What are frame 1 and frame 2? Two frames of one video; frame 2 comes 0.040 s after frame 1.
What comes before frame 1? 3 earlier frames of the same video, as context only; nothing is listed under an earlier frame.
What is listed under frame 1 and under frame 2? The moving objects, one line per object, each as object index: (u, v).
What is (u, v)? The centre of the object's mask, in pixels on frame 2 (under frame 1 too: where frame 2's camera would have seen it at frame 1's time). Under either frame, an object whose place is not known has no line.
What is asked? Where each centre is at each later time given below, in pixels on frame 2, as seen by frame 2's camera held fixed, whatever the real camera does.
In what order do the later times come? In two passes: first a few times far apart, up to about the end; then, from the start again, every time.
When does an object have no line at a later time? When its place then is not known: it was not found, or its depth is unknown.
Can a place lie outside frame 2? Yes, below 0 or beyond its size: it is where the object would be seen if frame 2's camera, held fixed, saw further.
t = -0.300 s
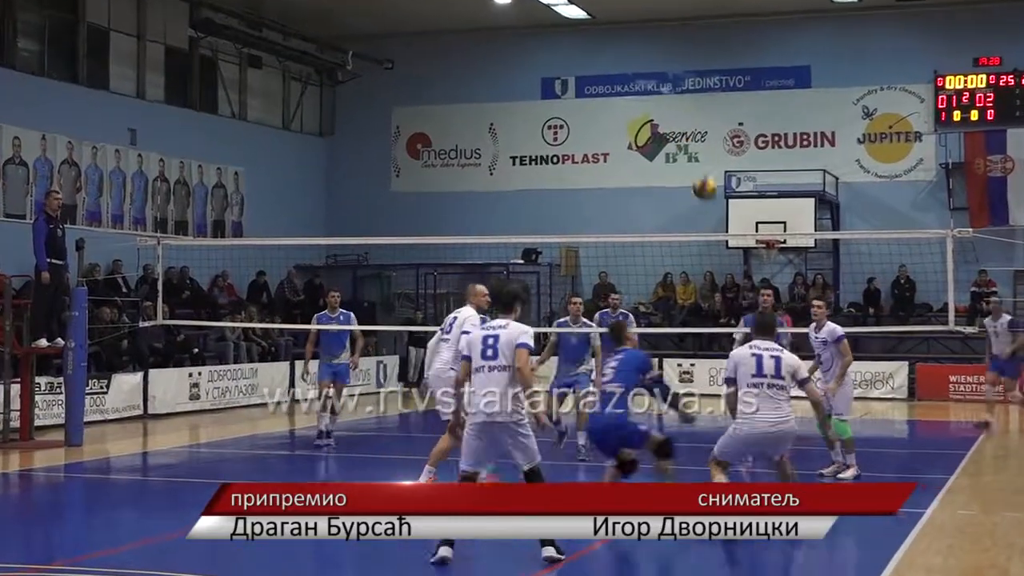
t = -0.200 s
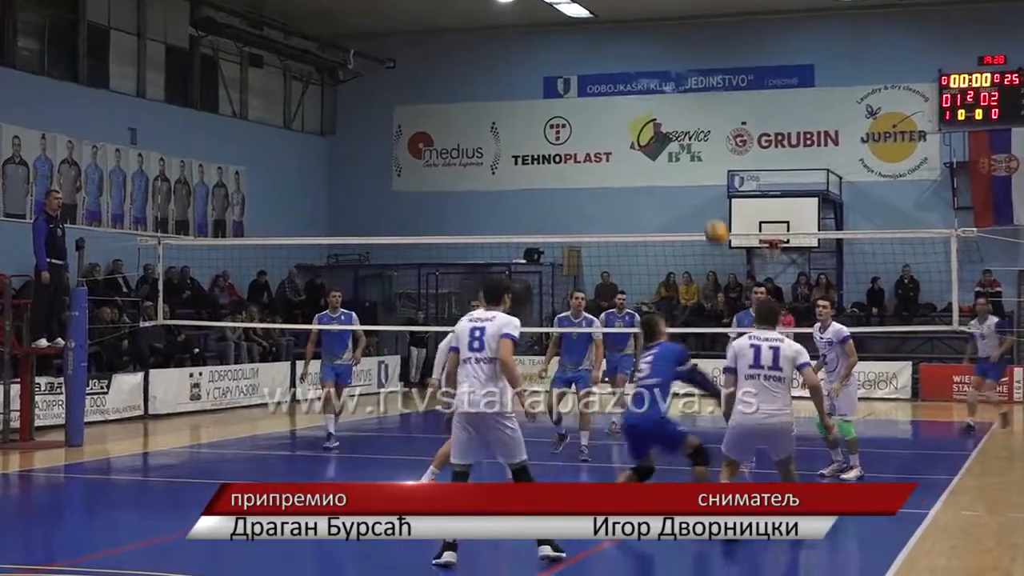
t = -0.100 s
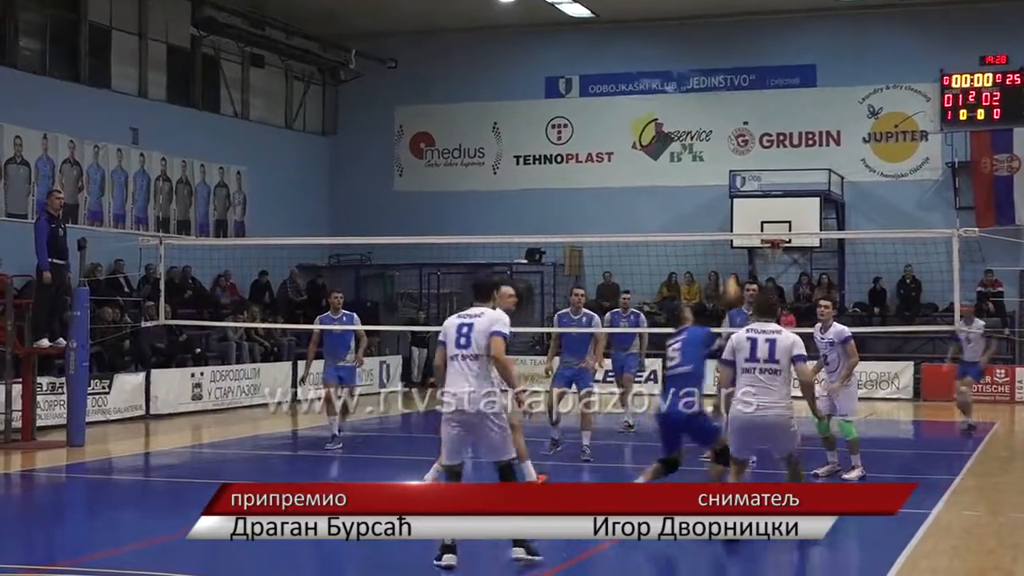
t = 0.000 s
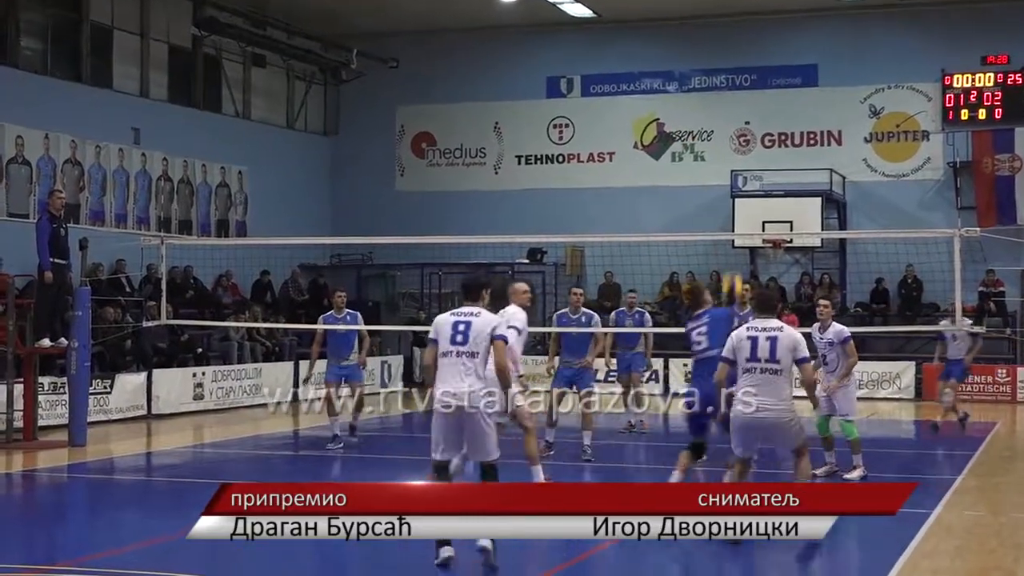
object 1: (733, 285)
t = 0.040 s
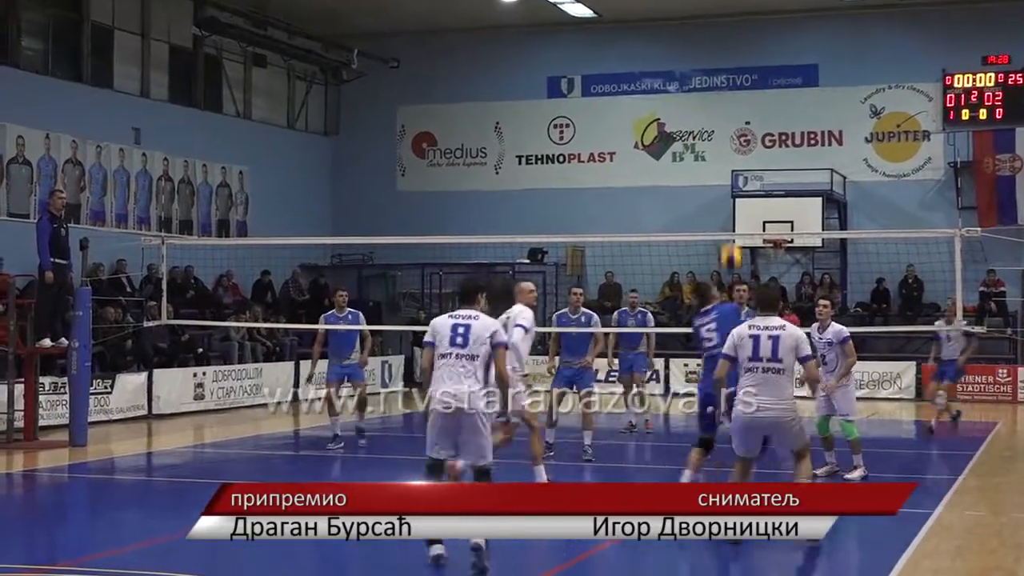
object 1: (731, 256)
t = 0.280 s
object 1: (717, 119)
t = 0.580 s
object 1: (703, 49)
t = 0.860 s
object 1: (691, 69)
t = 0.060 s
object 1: (730, 242)
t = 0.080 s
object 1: (728, 228)
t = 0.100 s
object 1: (727, 216)
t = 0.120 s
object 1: (726, 203)
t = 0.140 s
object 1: (726, 190)
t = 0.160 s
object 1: (724, 178)
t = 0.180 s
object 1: (724, 167)
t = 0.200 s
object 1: (722, 155)
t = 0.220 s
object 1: (720, 146)
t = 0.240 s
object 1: (721, 136)
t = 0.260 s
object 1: (720, 127)
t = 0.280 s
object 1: (717, 119)
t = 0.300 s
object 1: (716, 113)
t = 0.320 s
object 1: (714, 103)
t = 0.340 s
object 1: (714, 96)
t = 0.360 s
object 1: (714, 89)
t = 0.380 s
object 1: (713, 83)
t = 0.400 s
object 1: (713, 78)
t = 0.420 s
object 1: (713, 74)
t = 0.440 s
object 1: (711, 67)
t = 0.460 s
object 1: (709, 64)
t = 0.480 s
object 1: (707, 60)
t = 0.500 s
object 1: (707, 57)
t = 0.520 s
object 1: (705, 54)
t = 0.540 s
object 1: (705, 52)
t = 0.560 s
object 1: (704, 50)
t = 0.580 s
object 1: (703, 49)
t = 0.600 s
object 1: (702, 48)
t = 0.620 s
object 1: (701, 48)
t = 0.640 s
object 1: (701, 47)
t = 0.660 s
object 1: (700, 48)
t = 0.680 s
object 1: (699, 48)
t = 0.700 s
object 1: (698, 49)
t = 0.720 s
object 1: (697, 51)
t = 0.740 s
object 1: (697, 52)
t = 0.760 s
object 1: (696, 54)
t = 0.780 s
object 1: (694, 56)
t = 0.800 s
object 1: (694, 59)
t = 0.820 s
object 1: (693, 63)
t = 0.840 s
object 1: (693, 66)
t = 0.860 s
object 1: (691, 69)
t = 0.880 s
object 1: (691, 71)
